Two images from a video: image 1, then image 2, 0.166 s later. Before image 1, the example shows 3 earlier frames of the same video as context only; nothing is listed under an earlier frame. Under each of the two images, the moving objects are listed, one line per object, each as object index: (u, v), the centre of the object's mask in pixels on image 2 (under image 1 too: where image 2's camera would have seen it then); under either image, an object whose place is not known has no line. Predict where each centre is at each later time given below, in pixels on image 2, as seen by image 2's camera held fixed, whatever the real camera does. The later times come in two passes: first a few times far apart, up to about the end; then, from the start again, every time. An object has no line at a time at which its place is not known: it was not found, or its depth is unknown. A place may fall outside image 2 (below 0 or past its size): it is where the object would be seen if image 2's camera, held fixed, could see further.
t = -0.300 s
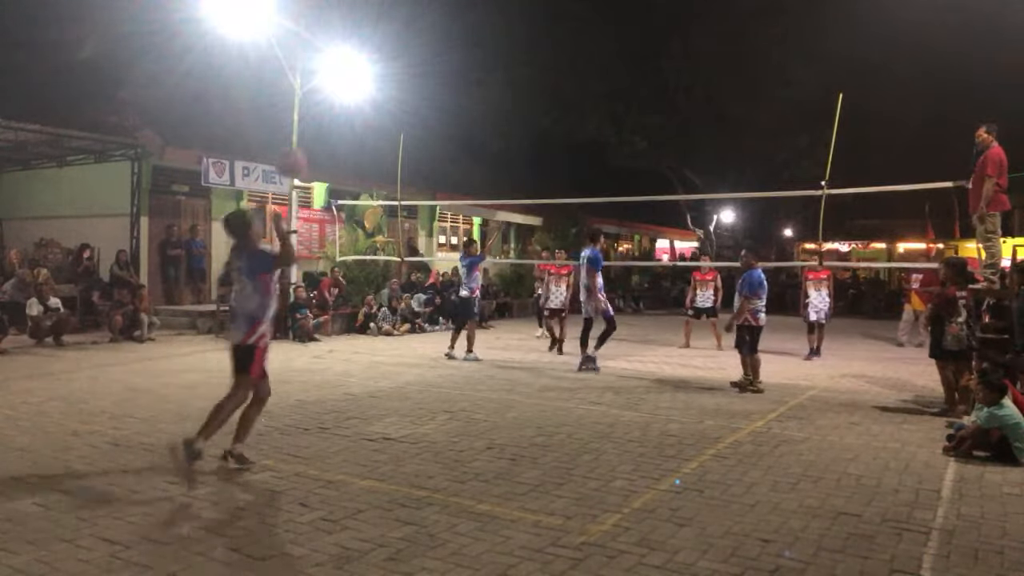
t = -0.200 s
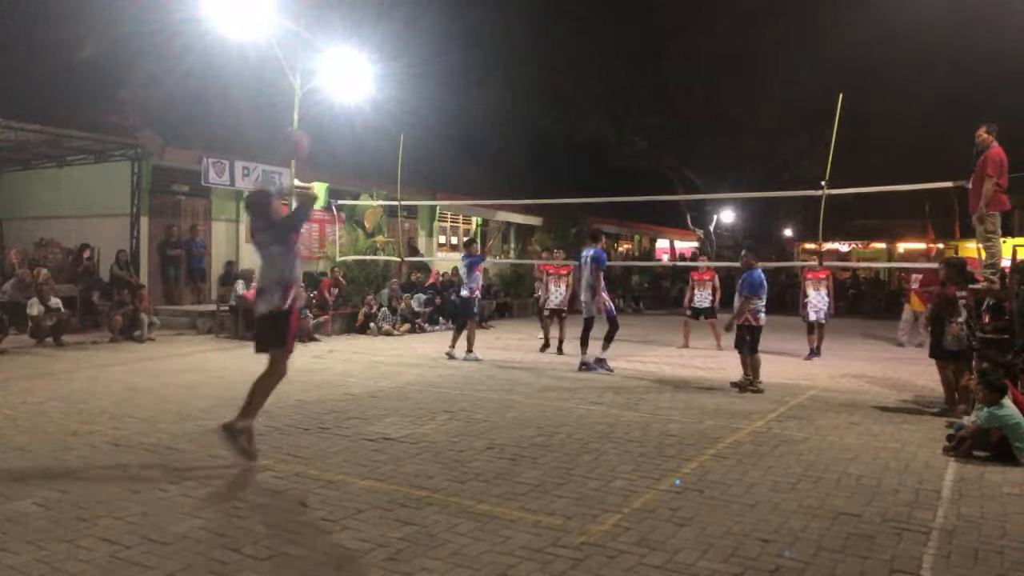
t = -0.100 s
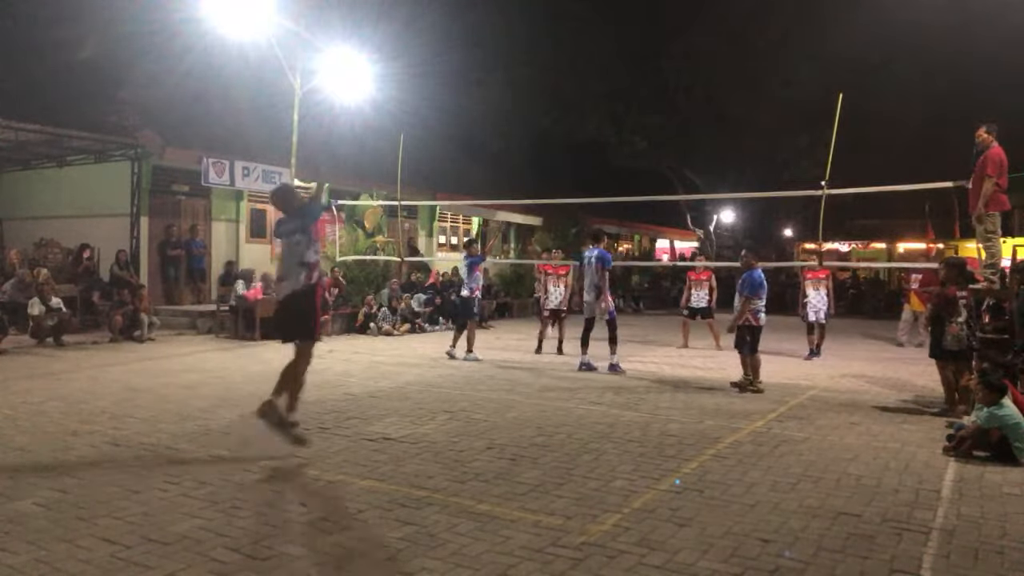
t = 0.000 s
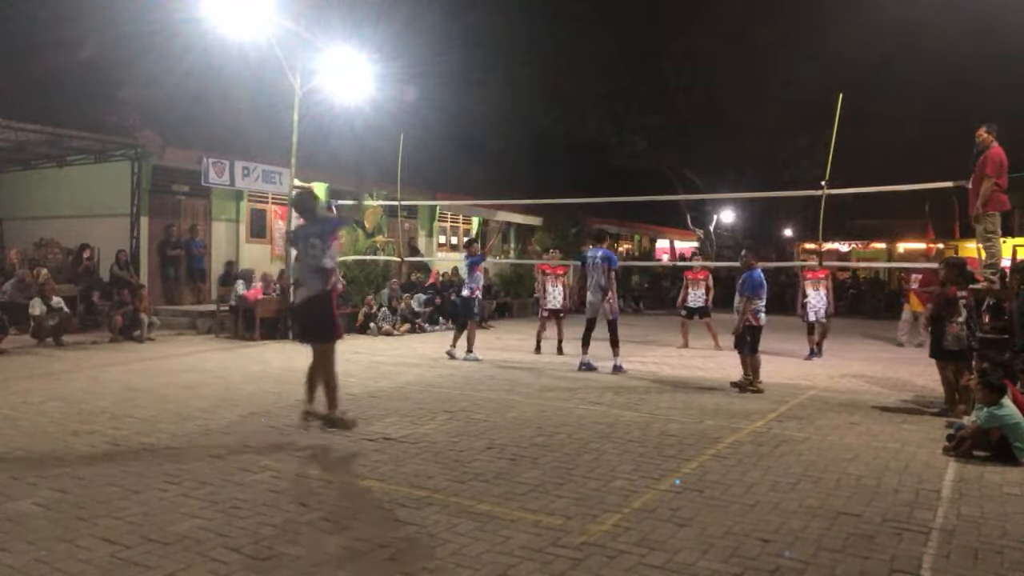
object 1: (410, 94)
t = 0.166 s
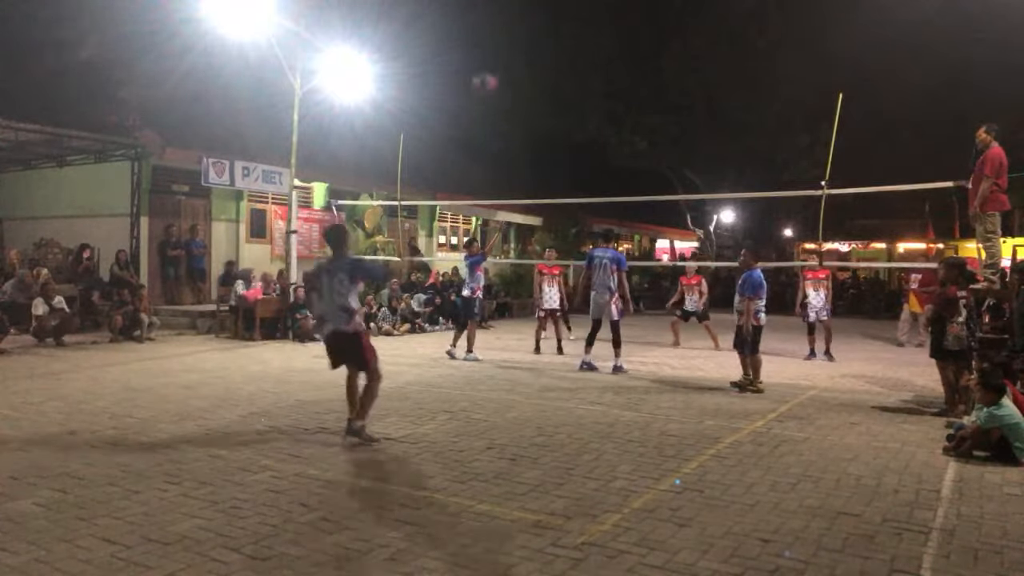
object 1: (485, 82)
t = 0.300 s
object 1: (531, 94)
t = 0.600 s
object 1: (604, 161)
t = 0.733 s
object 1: (628, 205)
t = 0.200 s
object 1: (498, 84)
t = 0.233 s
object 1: (509, 86)
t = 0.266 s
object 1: (521, 90)
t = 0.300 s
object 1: (531, 94)
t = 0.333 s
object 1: (541, 99)
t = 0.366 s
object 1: (551, 106)
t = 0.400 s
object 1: (560, 112)
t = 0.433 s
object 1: (569, 119)
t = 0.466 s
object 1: (576, 126)
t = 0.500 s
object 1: (583, 134)
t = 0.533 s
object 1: (591, 143)
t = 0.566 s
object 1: (598, 152)
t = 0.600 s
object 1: (604, 161)
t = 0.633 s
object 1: (610, 171)
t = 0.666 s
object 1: (616, 181)
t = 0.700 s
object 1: (621, 190)
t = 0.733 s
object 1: (628, 205)
